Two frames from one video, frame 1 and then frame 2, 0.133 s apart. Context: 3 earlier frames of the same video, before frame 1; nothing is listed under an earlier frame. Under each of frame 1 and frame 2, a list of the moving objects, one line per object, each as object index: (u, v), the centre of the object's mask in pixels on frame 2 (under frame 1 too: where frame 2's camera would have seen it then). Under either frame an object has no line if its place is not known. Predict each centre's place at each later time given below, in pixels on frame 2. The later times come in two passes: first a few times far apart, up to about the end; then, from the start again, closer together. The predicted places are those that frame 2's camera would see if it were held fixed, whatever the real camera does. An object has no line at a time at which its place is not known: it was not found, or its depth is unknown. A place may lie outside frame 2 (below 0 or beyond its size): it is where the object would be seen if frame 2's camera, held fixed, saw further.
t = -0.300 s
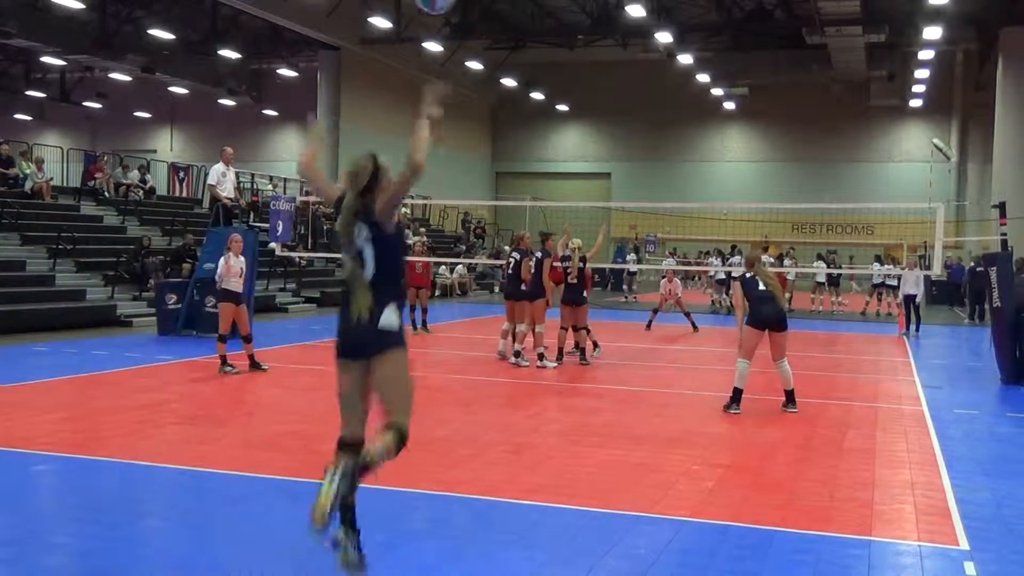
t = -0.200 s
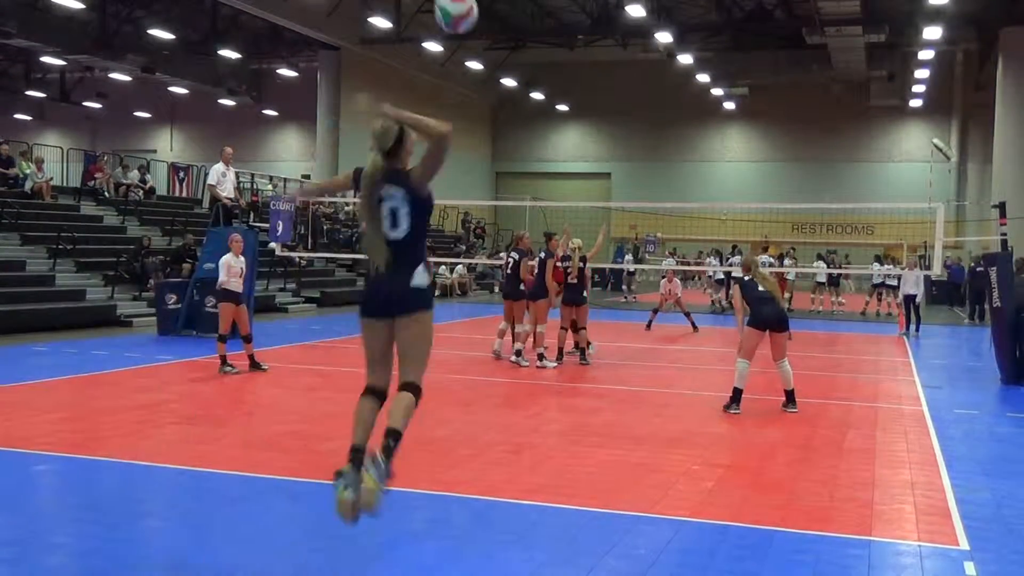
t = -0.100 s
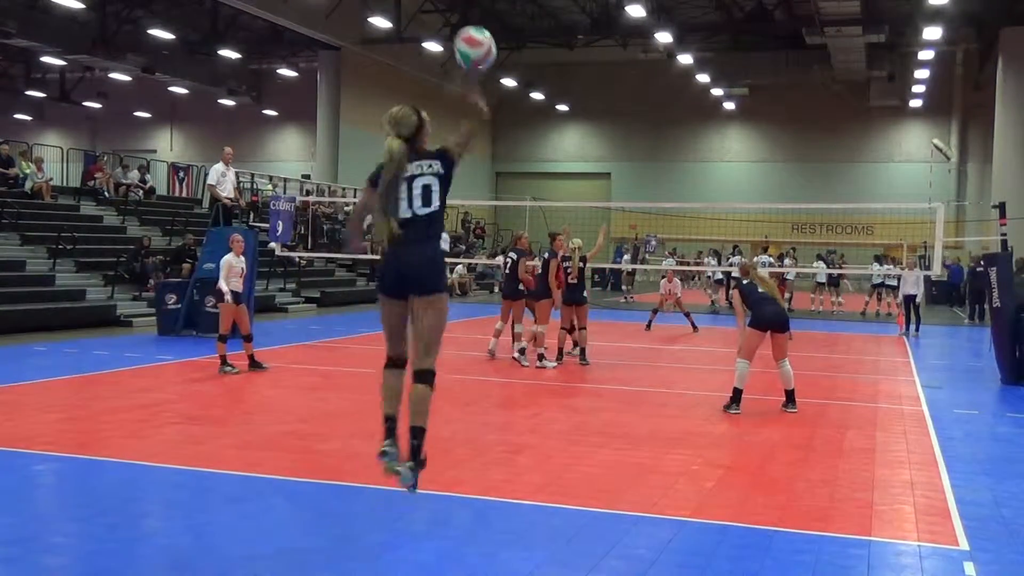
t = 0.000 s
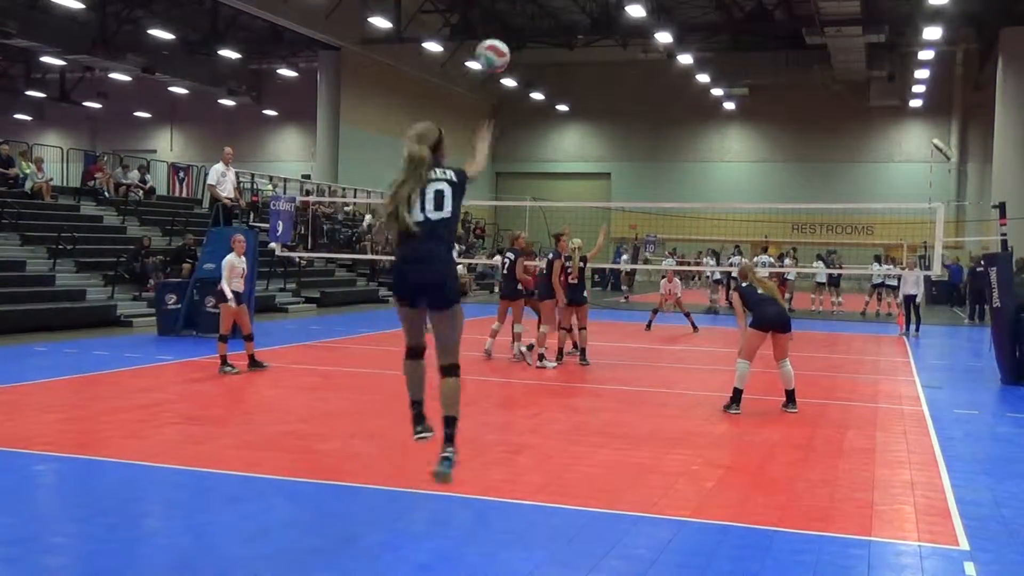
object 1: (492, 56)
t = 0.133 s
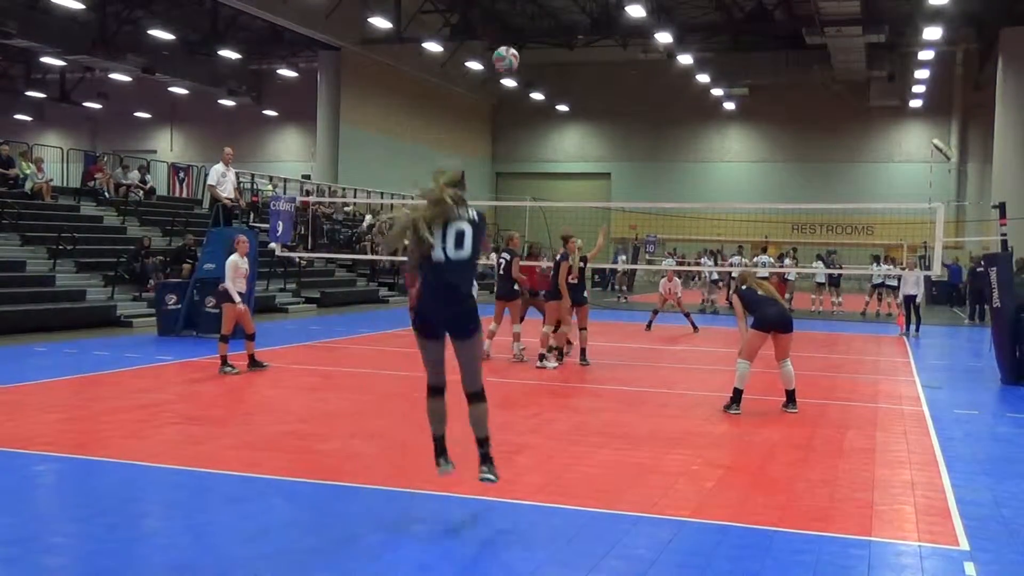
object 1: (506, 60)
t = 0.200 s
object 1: (510, 66)
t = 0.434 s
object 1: (518, 113)
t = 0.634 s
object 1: (524, 163)
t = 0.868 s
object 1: (527, 237)
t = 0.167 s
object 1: (508, 62)
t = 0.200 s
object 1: (510, 66)
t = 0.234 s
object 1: (512, 70)
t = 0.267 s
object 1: (513, 76)
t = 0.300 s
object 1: (514, 82)
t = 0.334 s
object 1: (515, 89)
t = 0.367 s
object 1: (516, 97)
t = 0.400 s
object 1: (517, 105)
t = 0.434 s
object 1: (518, 113)
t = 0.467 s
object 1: (519, 120)
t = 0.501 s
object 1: (520, 129)
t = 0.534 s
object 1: (521, 137)
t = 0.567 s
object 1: (522, 145)
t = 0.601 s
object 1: (523, 155)
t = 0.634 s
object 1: (524, 163)
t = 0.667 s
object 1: (525, 176)
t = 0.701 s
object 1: (526, 183)
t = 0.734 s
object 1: (526, 195)
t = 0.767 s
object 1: (525, 202)
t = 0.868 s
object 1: (527, 237)
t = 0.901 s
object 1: (527, 248)
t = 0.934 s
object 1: (527, 253)
